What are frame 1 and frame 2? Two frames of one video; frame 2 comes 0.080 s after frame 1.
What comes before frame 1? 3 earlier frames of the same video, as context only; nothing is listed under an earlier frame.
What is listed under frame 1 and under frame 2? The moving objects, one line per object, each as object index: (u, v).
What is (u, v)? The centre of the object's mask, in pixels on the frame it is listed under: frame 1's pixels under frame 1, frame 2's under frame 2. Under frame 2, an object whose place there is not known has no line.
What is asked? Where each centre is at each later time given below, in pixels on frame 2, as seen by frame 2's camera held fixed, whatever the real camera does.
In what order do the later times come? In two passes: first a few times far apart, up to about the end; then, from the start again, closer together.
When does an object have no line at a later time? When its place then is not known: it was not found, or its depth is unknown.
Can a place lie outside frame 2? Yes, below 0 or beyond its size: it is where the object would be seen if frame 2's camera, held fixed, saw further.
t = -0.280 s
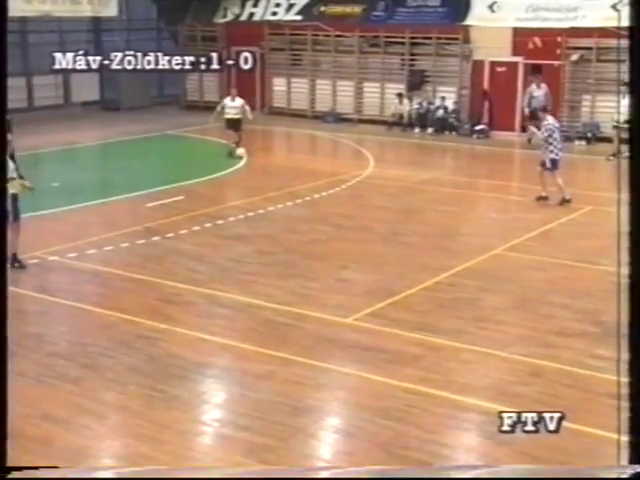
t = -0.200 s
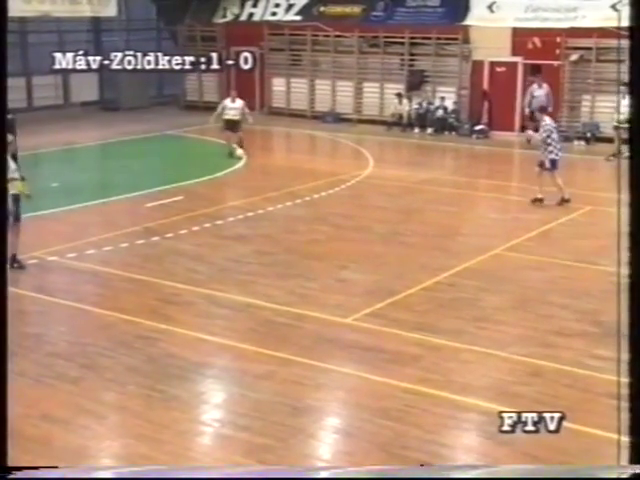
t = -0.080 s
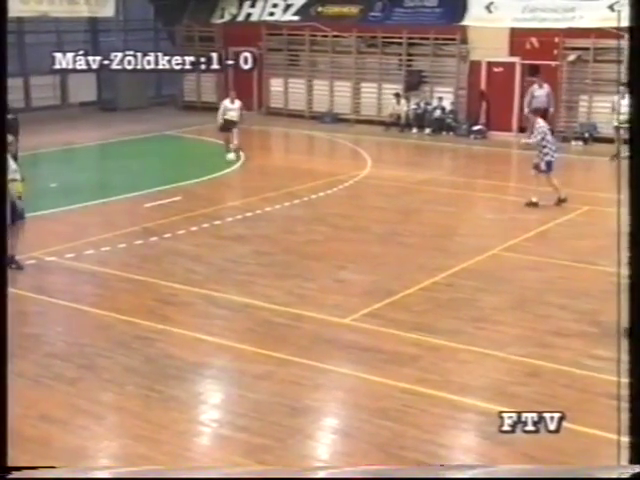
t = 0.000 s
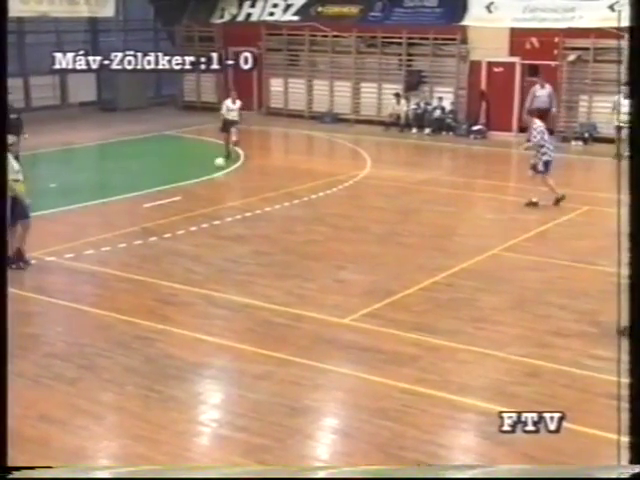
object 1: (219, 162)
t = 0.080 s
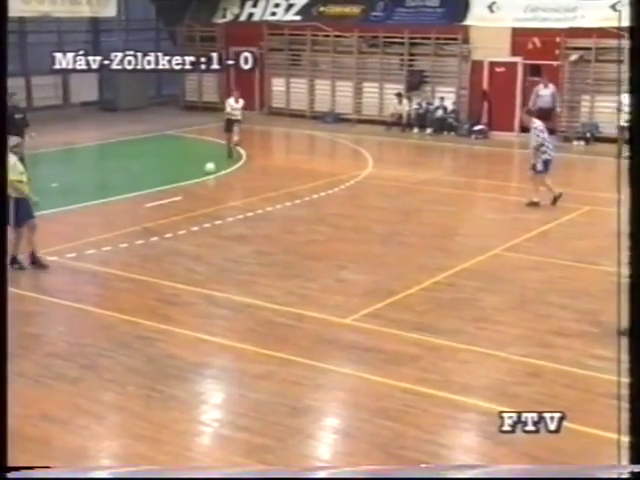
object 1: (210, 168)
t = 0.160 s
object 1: (198, 173)
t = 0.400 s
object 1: (157, 193)
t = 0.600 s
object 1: (131, 205)
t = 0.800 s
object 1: (98, 220)
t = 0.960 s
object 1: (68, 233)
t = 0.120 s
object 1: (204, 170)
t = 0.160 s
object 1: (198, 173)
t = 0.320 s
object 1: (173, 185)
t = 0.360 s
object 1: (162, 190)
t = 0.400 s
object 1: (157, 193)
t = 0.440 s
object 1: (153, 196)
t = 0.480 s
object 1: (149, 196)
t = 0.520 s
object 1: (143, 198)
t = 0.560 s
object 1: (137, 202)
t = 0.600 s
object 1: (131, 205)
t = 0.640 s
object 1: (125, 207)
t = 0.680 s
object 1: (118, 211)
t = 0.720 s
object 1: (112, 213)
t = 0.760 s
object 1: (106, 216)
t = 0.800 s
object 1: (98, 220)
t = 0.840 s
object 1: (91, 223)
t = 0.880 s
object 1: (84, 226)
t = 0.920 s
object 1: (76, 230)
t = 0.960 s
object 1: (68, 233)
